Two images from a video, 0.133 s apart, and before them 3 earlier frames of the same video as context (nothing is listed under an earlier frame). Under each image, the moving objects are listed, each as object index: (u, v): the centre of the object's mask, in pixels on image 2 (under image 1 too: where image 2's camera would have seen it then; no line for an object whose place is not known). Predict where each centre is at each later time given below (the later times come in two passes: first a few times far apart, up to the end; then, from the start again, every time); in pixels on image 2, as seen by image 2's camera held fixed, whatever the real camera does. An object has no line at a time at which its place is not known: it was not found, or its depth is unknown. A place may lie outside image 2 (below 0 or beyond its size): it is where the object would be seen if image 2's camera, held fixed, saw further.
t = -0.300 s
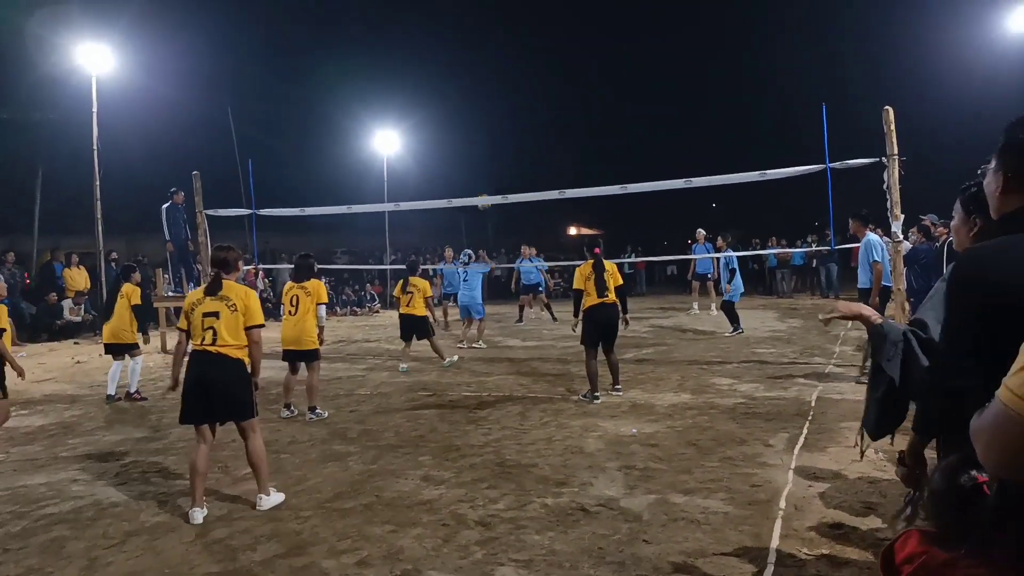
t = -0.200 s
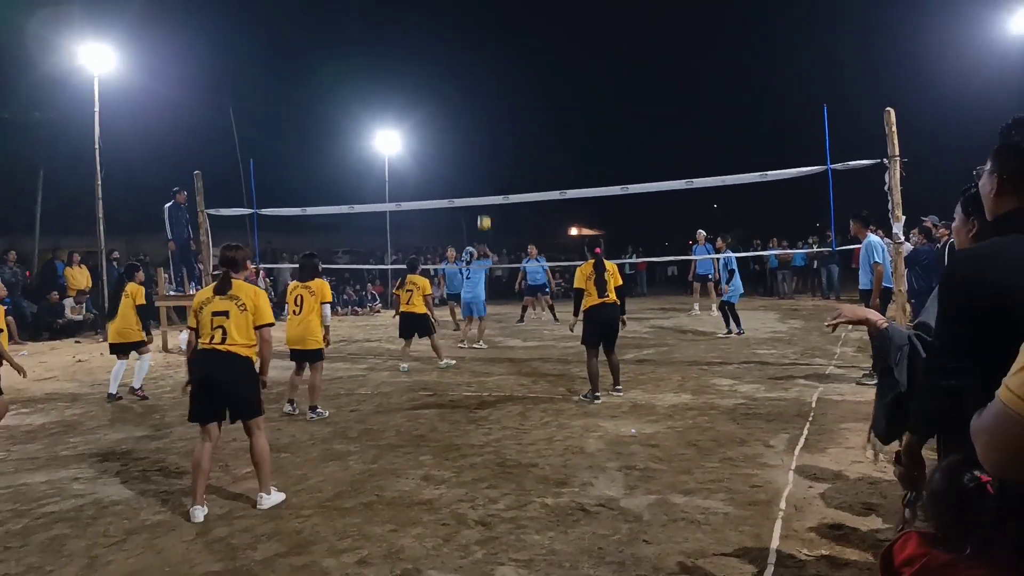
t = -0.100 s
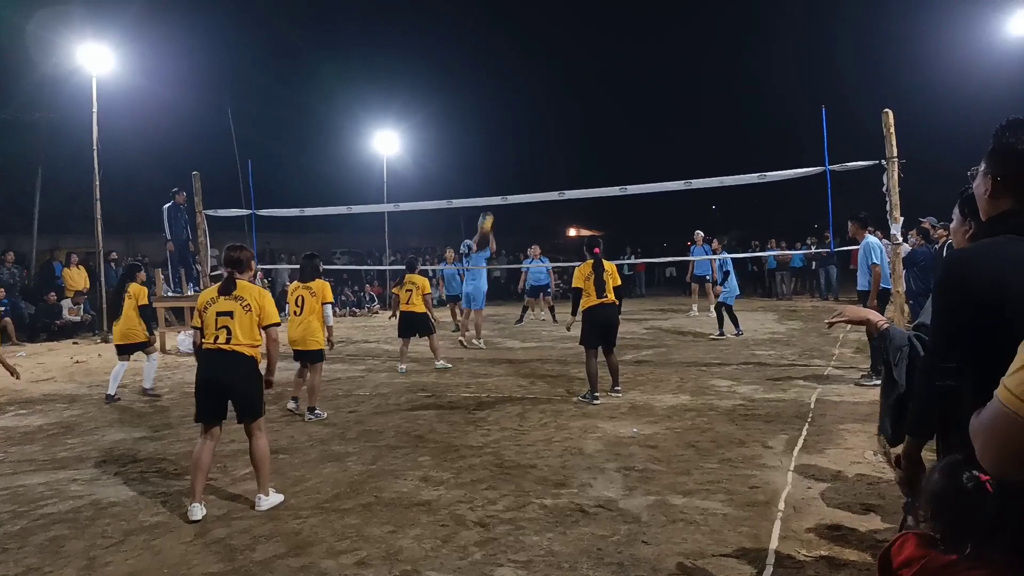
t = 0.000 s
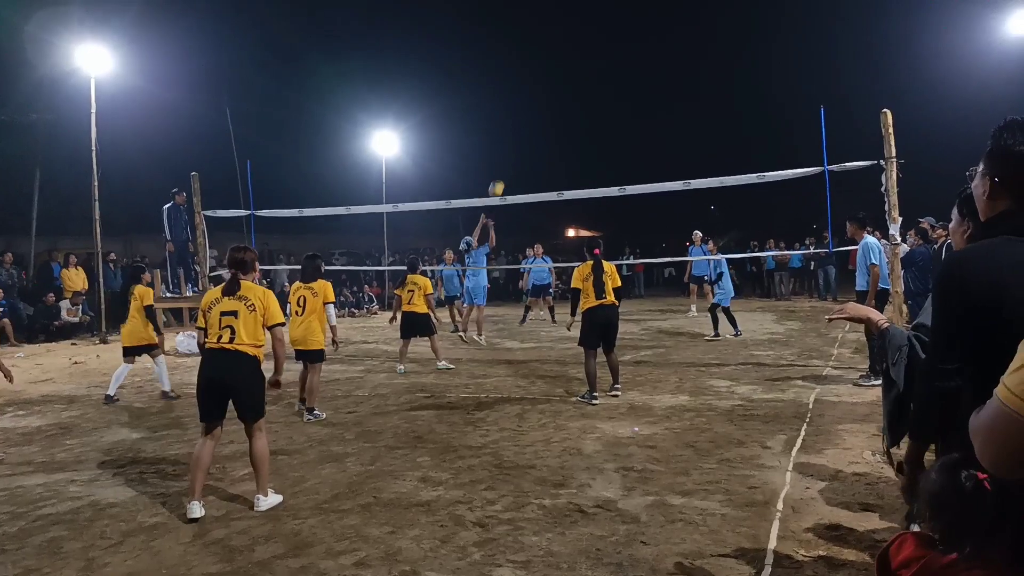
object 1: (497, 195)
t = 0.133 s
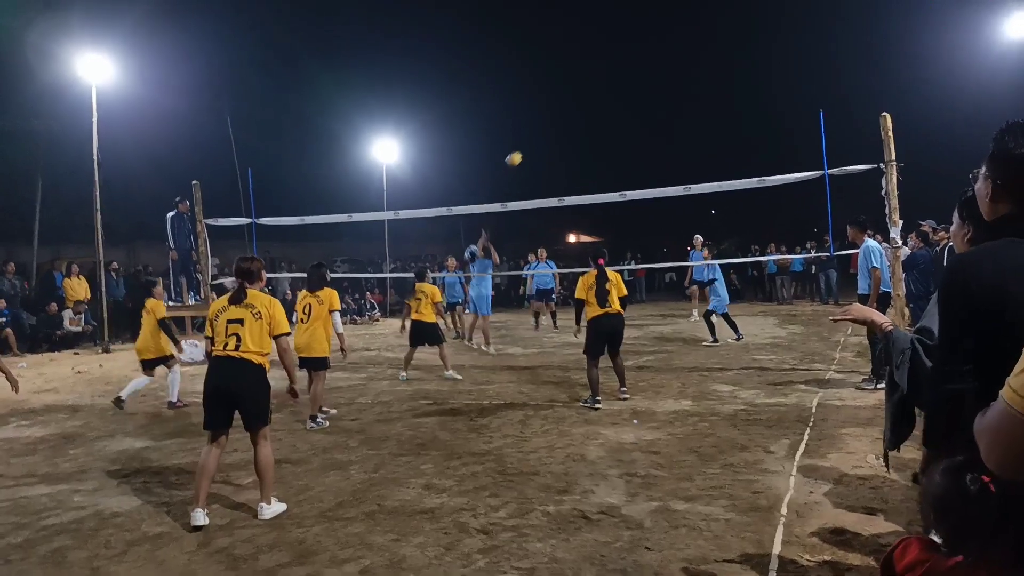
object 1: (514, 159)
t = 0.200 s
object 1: (523, 145)
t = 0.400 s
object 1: (549, 121)
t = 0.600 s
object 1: (577, 123)
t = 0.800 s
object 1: (607, 151)
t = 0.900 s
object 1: (622, 174)
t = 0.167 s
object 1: (518, 152)
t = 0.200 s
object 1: (523, 145)
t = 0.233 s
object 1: (527, 139)
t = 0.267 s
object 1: (531, 134)
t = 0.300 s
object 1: (536, 130)
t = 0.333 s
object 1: (540, 126)
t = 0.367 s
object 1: (544, 123)
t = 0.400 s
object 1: (549, 121)
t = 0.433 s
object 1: (553, 120)
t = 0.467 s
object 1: (557, 119)
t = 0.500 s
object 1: (562, 119)
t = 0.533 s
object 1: (567, 120)
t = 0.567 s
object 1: (572, 121)
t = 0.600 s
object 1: (577, 123)
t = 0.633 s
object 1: (582, 126)
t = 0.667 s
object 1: (586, 129)
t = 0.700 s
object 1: (591, 133)
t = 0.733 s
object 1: (596, 138)
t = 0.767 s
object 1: (601, 144)
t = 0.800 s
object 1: (607, 151)
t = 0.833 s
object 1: (612, 158)
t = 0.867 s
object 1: (617, 166)
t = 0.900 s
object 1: (622, 174)
